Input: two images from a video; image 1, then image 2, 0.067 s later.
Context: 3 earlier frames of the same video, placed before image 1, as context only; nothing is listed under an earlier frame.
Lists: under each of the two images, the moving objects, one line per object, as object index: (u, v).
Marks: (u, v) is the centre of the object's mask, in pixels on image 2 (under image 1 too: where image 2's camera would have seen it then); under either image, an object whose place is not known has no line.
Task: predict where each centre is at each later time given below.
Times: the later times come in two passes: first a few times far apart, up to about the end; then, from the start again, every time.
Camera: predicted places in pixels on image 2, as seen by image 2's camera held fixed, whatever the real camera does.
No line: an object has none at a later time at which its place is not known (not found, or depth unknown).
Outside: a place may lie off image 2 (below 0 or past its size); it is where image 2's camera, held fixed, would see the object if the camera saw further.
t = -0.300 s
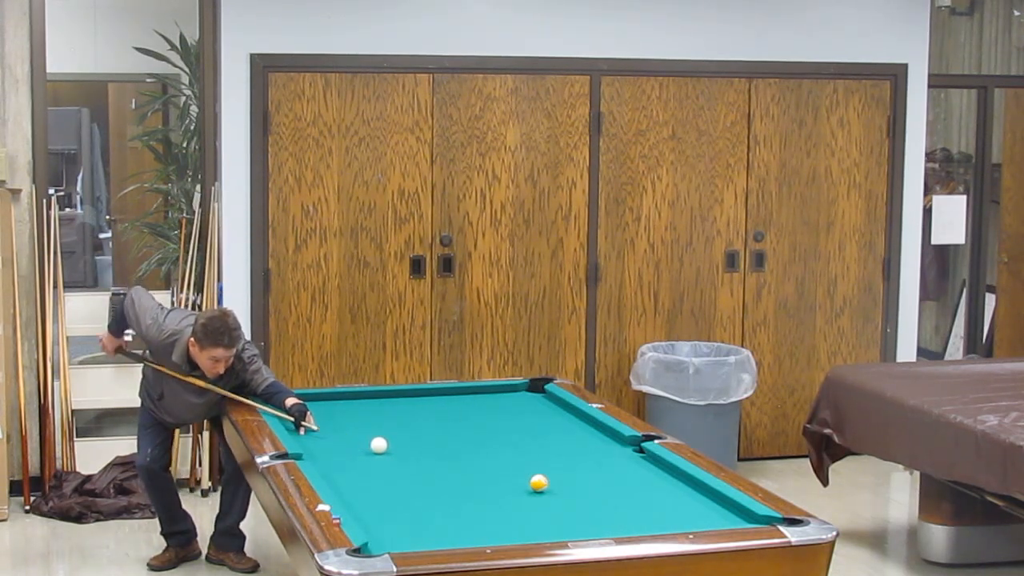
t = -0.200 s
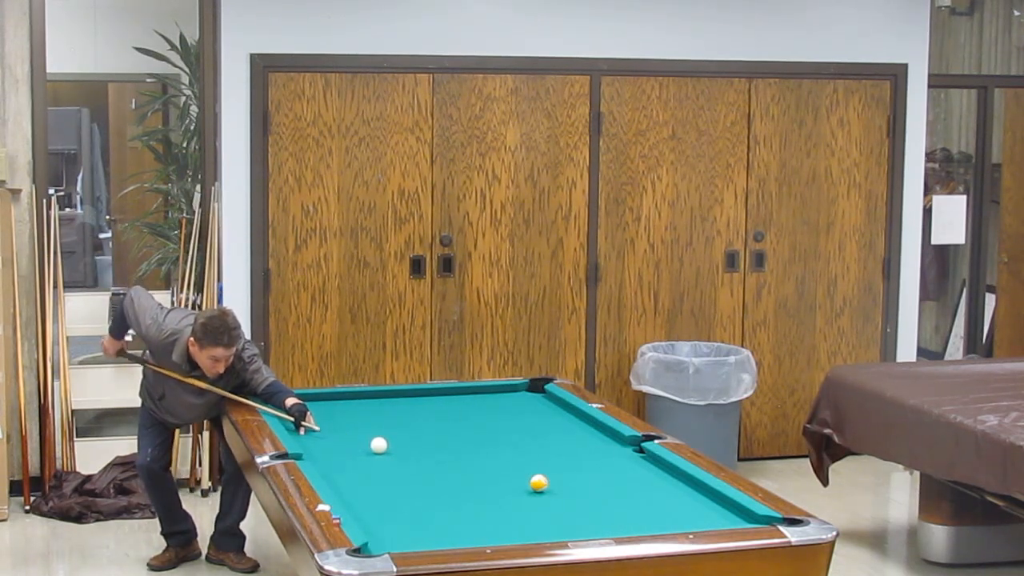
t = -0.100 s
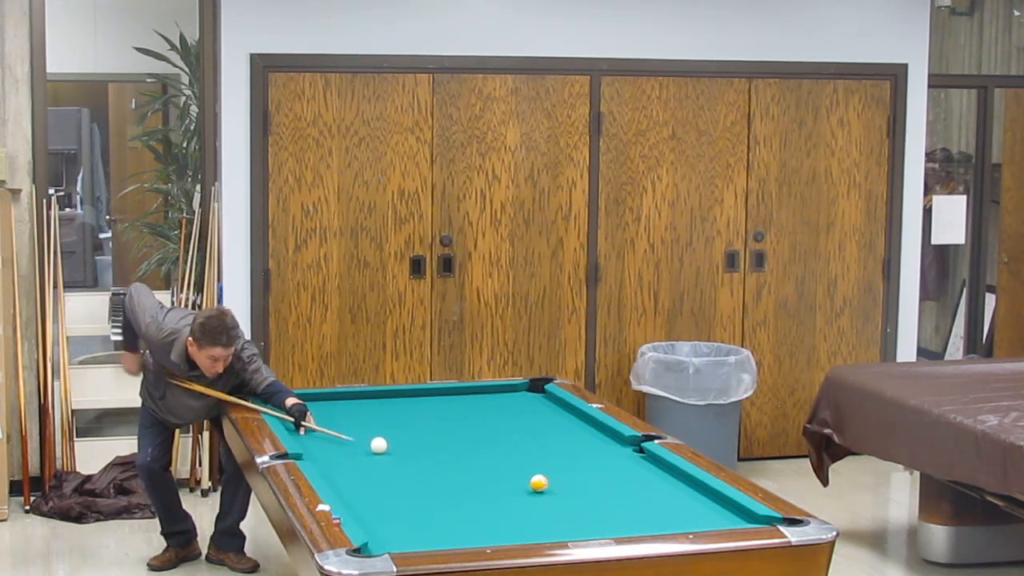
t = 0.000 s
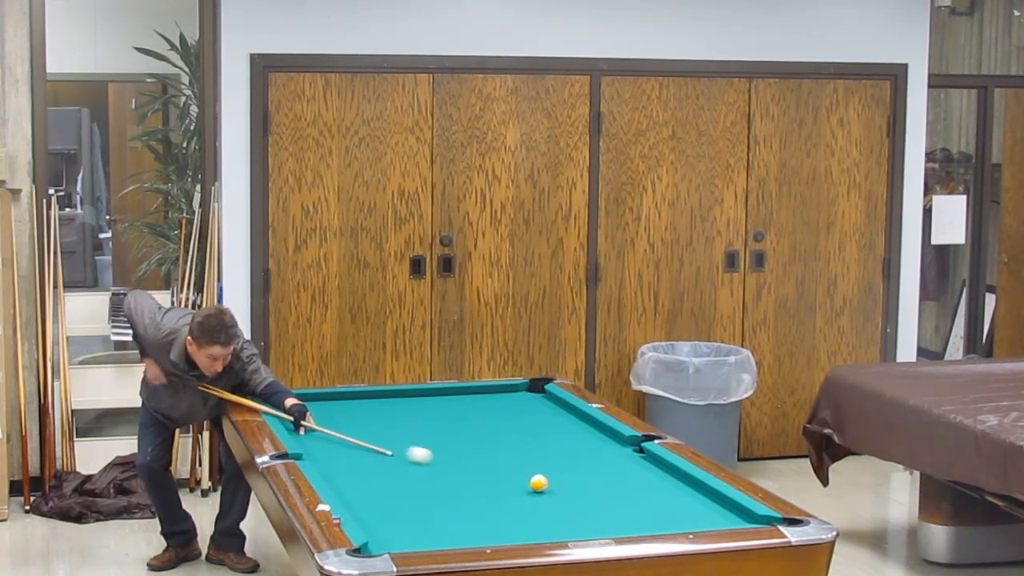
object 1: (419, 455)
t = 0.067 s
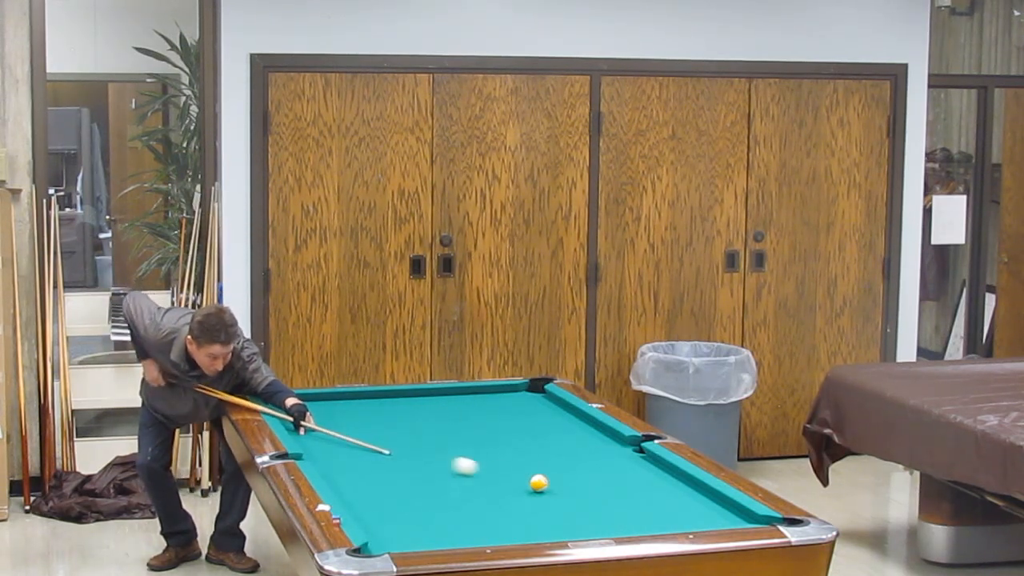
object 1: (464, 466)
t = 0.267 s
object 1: (520, 483)
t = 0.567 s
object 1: (504, 487)
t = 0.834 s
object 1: (491, 489)
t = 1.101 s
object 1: (479, 492)
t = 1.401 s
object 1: (468, 495)
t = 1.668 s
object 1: (459, 496)
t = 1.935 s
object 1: (452, 498)
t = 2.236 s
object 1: (445, 499)
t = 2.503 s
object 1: (442, 500)
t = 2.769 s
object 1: (439, 500)
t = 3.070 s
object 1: (438, 501)
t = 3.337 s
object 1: (438, 500)
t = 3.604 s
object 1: (438, 501)
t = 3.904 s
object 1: (439, 500)
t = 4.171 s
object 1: (439, 500)
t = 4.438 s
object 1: (438, 501)
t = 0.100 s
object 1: (487, 472)
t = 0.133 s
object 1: (510, 477)
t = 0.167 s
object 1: (524, 481)
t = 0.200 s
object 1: (523, 482)
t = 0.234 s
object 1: (521, 483)
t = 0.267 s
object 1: (520, 483)
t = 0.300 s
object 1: (518, 483)
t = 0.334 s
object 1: (516, 484)
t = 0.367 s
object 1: (514, 484)
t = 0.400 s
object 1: (512, 485)
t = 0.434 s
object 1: (511, 485)
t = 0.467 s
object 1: (509, 485)
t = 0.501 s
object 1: (507, 486)
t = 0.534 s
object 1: (506, 486)
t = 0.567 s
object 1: (504, 487)
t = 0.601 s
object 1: (502, 487)
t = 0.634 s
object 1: (501, 488)
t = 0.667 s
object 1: (499, 488)
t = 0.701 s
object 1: (497, 488)
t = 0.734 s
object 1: (496, 489)
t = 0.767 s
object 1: (494, 489)
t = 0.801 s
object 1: (493, 489)
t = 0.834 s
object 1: (491, 489)
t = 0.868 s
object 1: (490, 490)
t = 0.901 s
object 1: (488, 490)
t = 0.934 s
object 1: (487, 490)
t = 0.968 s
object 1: (485, 491)
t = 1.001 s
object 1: (484, 491)
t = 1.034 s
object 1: (482, 491)
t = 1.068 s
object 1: (481, 492)
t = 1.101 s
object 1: (479, 492)
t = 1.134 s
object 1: (478, 492)
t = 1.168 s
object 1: (477, 492)
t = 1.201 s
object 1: (476, 493)
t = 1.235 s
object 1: (474, 493)
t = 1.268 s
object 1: (473, 494)
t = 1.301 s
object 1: (472, 494)
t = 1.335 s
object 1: (470, 494)
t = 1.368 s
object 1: (469, 494)
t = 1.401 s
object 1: (468, 495)
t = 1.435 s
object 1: (467, 495)
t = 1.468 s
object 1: (466, 495)
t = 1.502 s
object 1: (464, 495)
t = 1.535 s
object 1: (464, 496)
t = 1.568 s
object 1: (462, 496)
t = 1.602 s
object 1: (461, 496)
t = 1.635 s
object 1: (460, 496)
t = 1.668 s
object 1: (459, 496)
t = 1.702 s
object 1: (458, 496)
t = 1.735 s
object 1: (457, 497)
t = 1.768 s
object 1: (456, 497)
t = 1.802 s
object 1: (455, 497)
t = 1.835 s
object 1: (454, 497)
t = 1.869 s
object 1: (453, 497)
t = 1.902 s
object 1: (452, 498)
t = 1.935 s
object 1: (452, 498)
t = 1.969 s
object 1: (451, 498)
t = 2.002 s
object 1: (450, 498)
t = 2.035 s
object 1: (449, 498)
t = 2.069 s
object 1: (449, 498)
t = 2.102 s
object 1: (448, 498)
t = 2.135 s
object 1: (447, 498)
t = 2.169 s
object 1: (447, 498)
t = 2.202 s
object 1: (446, 499)
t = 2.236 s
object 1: (445, 499)
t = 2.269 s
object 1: (445, 499)
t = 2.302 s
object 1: (444, 499)
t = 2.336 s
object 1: (444, 499)
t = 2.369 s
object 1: (443, 499)
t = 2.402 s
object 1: (443, 500)
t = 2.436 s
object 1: (442, 499)
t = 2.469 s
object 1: (442, 499)
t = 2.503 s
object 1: (442, 500)
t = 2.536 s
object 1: (441, 500)
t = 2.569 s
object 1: (441, 500)
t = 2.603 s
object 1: (440, 500)
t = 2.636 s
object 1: (440, 500)
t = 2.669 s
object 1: (440, 500)
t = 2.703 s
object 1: (439, 500)
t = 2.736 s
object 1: (439, 501)
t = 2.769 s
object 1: (439, 500)
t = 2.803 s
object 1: (439, 501)
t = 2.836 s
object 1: (438, 500)
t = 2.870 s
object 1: (438, 500)
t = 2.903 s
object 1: (438, 500)
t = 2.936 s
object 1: (438, 501)
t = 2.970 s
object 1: (438, 500)
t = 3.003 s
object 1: (438, 501)
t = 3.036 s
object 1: (438, 500)
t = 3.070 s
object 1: (438, 501)
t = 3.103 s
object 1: (438, 500)
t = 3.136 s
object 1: (438, 500)
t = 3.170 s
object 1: (439, 501)
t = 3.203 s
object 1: (438, 501)
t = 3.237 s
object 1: (438, 500)
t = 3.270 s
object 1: (438, 501)
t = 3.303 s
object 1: (438, 501)
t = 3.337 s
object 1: (438, 500)
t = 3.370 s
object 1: (438, 500)
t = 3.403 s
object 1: (438, 500)
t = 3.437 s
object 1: (438, 500)
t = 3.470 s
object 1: (439, 501)
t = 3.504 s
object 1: (438, 500)
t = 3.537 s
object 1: (439, 501)
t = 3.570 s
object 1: (438, 501)
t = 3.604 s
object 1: (438, 501)
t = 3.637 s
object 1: (438, 501)
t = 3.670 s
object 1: (439, 501)
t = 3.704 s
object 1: (438, 500)
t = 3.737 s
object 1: (439, 501)
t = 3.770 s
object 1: (438, 501)
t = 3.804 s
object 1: (438, 501)
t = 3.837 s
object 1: (438, 501)
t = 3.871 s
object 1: (438, 501)
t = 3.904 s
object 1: (439, 500)
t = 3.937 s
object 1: (439, 501)
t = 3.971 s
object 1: (438, 501)
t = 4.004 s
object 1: (439, 501)
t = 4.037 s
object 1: (438, 500)
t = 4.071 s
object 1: (439, 501)
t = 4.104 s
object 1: (438, 501)
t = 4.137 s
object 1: (439, 501)
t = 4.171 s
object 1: (439, 500)
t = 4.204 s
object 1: (439, 501)
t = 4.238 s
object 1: (438, 500)
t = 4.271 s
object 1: (439, 501)
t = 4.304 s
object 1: (438, 501)
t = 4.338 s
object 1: (439, 501)
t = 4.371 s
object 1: (439, 500)
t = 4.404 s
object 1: (439, 501)
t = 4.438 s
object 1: (438, 501)
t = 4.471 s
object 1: (439, 501)
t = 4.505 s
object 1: (439, 500)
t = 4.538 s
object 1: (439, 501)
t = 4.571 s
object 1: (439, 501)
